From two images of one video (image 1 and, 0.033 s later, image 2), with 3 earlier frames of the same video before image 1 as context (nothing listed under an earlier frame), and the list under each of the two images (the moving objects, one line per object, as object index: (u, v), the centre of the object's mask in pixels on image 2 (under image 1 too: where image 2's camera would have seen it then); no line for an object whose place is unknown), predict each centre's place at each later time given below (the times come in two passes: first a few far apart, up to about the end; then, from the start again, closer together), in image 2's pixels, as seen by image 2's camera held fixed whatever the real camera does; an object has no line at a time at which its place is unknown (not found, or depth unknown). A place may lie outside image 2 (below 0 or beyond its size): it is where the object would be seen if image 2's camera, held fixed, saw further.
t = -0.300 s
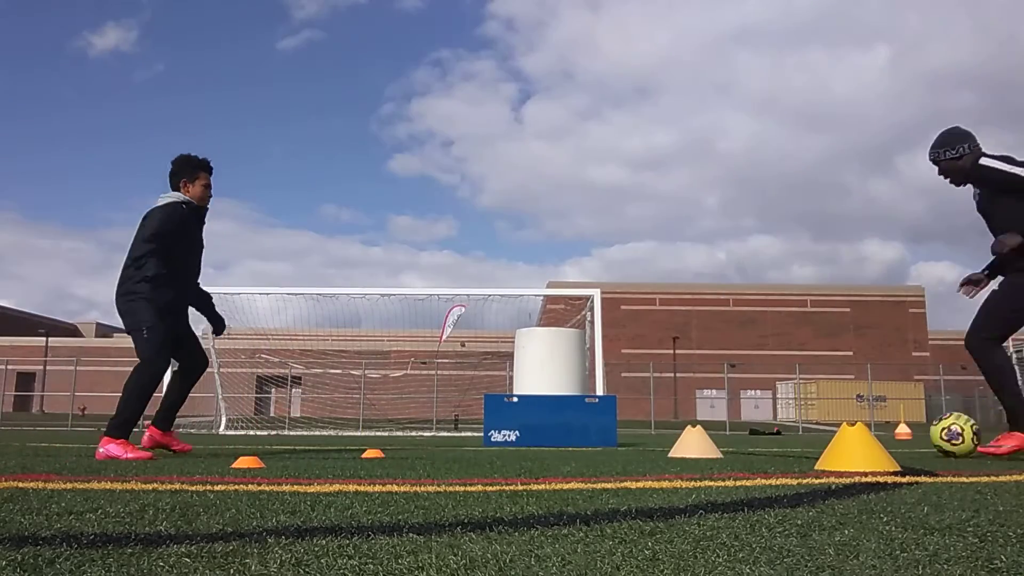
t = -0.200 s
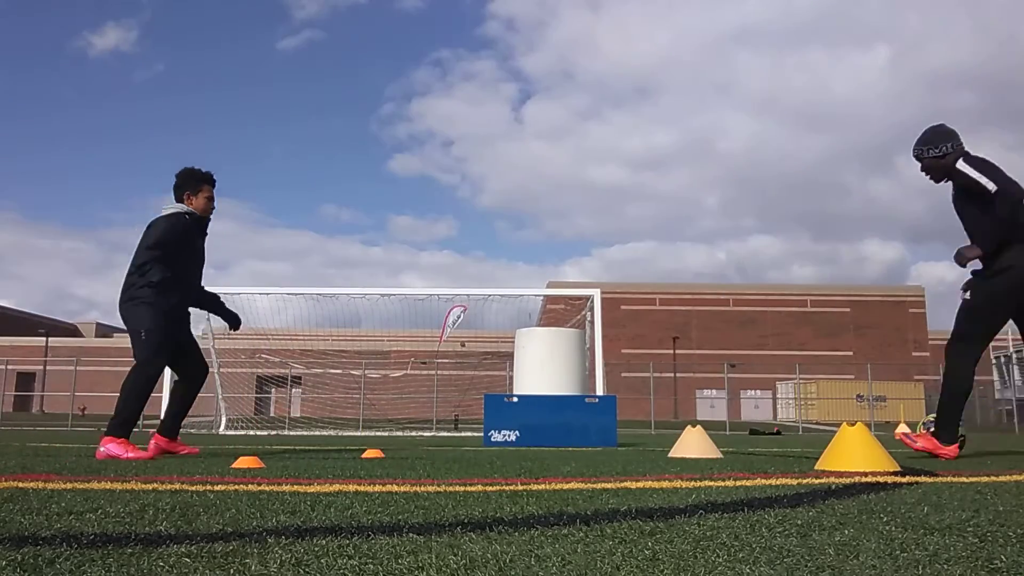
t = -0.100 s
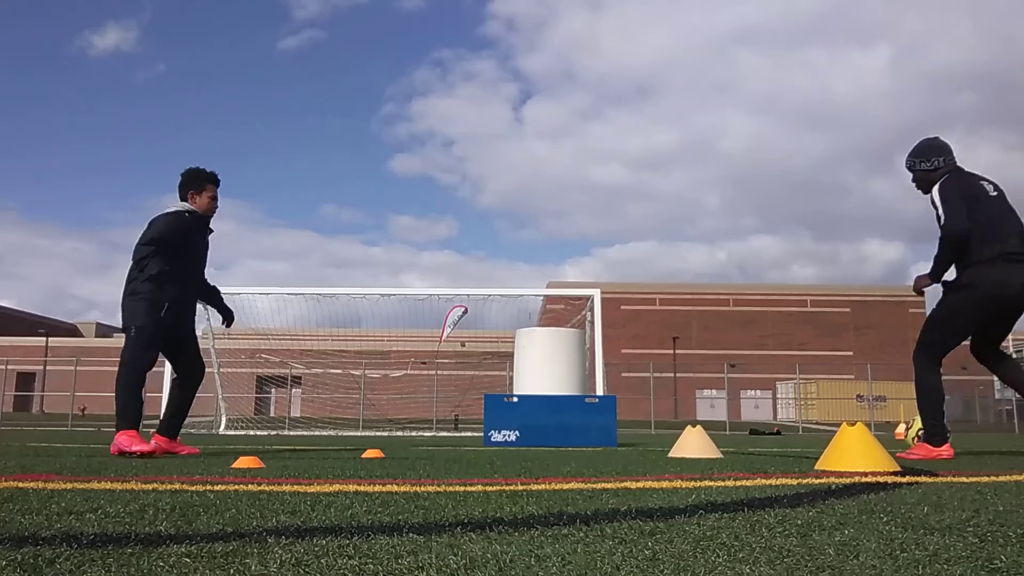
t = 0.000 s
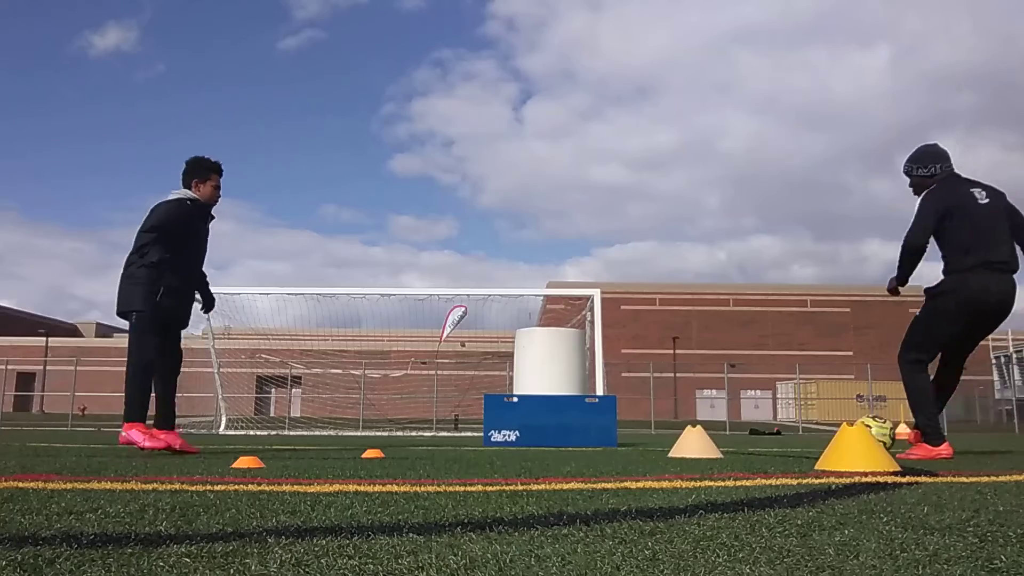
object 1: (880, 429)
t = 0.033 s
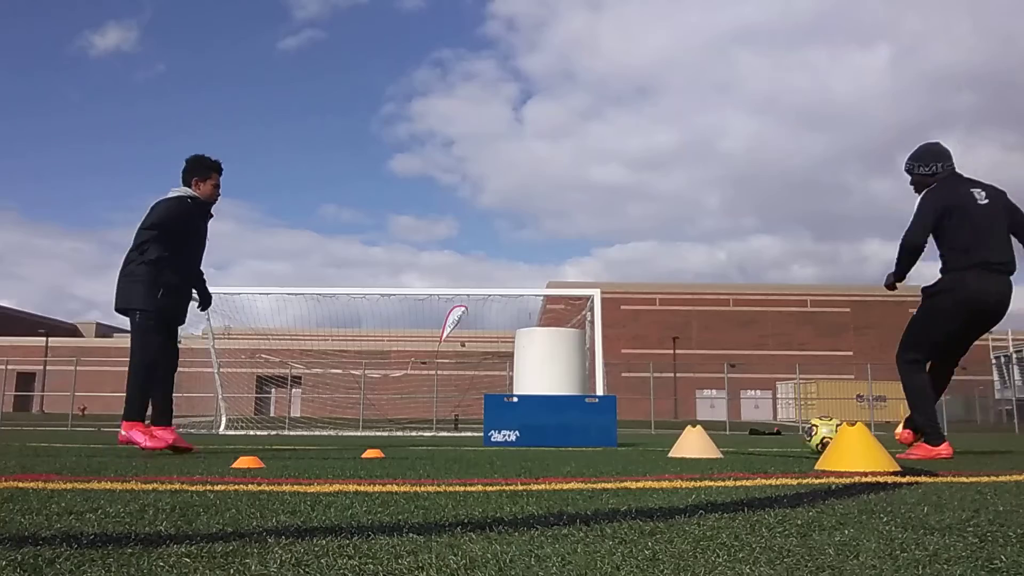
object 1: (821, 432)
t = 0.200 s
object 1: (645, 434)
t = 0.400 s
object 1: (525, 431)
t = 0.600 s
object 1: (446, 431)
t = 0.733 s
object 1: (397, 433)
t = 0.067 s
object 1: (782, 434)
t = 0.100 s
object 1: (743, 434)
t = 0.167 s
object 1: (671, 431)
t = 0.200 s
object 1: (645, 434)
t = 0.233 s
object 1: (619, 433)
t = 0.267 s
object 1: (594, 432)
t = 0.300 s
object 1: (571, 432)
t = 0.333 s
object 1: (552, 432)
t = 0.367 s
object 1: (538, 430)
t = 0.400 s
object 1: (525, 431)
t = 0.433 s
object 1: (511, 433)
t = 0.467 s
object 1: (498, 432)
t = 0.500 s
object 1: (484, 432)
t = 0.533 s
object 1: (472, 432)
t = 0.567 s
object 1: (459, 432)
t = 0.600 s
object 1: (446, 431)
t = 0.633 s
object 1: (434, 432)
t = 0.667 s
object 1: (421, 432)
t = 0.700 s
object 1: (409, 432)
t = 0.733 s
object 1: (397, 433)
